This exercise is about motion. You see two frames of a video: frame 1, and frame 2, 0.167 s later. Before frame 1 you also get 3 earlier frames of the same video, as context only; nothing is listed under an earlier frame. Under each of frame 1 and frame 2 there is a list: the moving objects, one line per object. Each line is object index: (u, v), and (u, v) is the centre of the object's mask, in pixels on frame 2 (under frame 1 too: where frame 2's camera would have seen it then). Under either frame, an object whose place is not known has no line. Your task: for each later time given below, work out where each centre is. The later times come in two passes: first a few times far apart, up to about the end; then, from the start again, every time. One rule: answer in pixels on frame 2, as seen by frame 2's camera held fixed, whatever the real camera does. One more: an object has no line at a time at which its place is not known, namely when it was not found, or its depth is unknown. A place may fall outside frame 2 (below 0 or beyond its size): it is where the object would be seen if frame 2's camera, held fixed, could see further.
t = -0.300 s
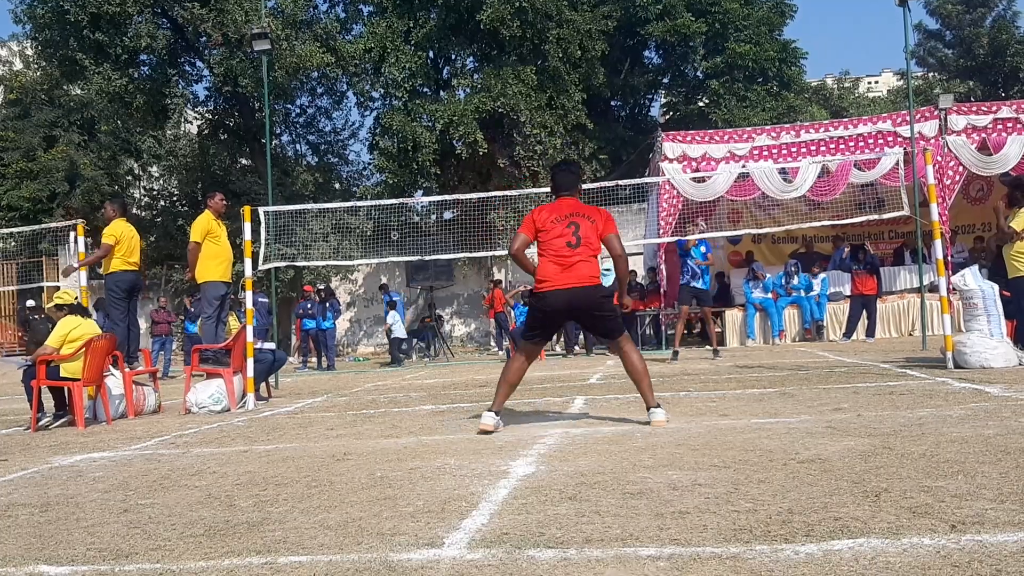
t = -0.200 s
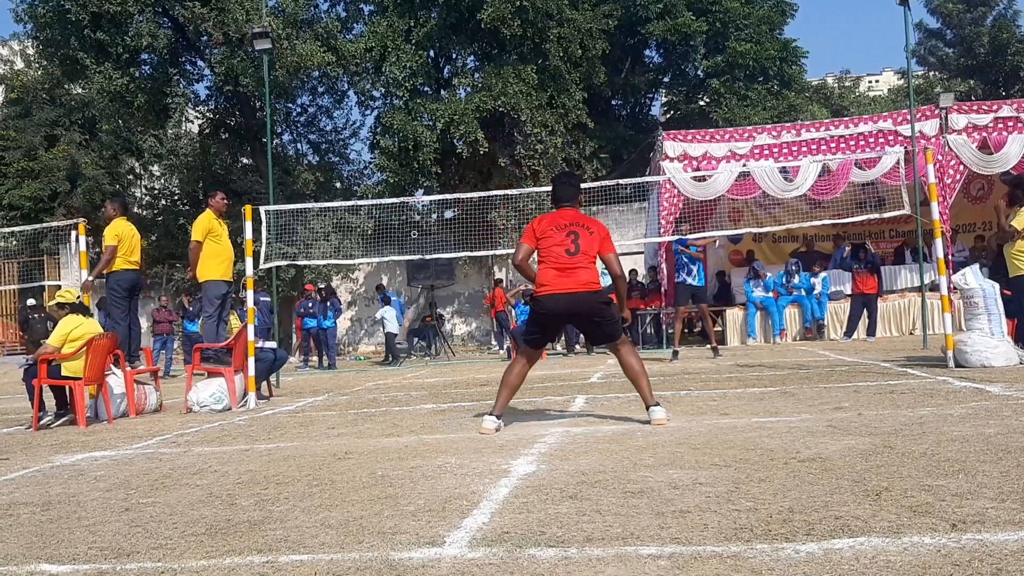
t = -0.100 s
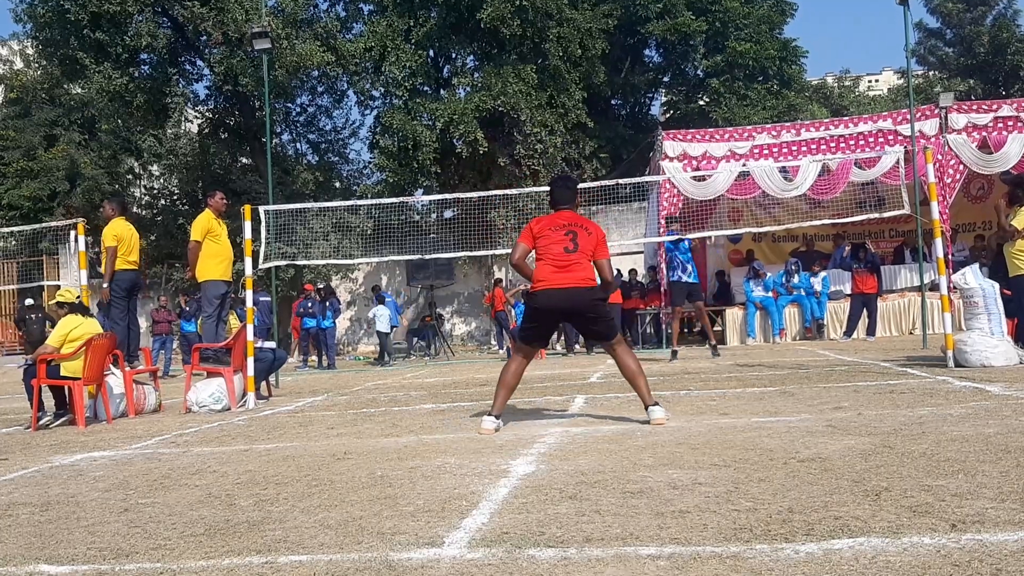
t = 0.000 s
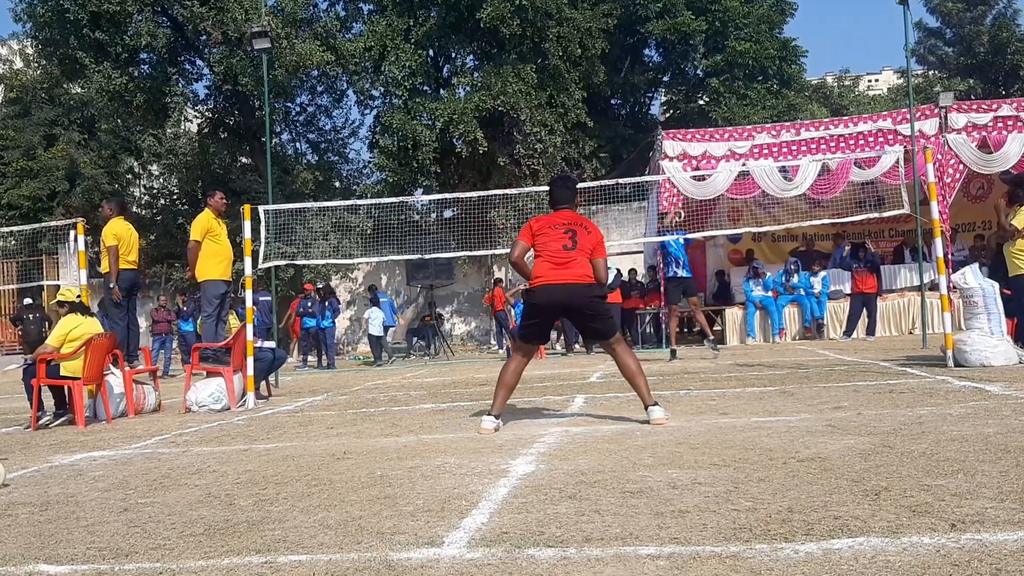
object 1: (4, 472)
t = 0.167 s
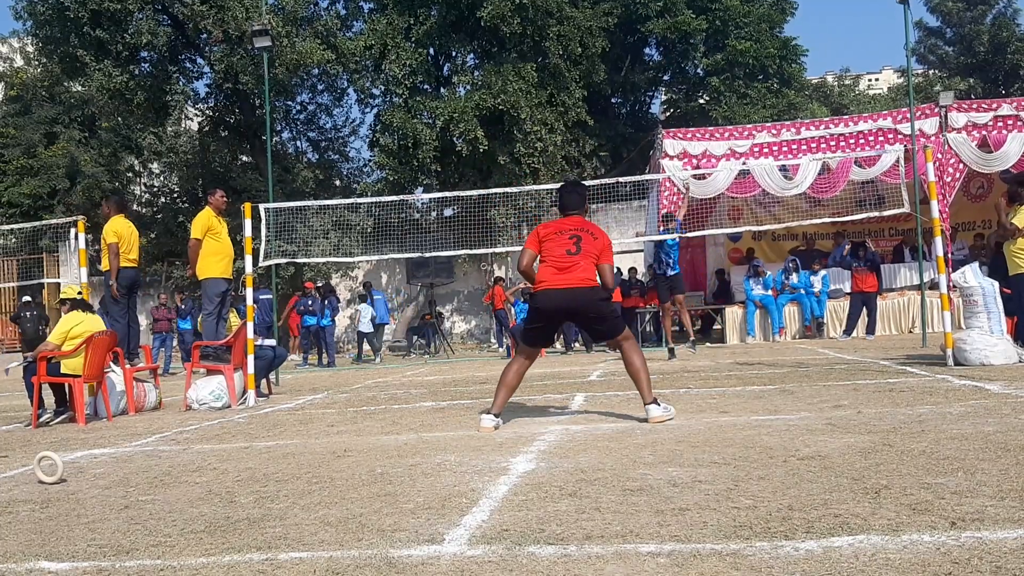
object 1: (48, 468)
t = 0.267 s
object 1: (84, 468)
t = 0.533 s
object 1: (172, 466)
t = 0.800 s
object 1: (254, 466)
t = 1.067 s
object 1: (333, 462)
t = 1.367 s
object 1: (416, 463)
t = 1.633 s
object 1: (491, 466)
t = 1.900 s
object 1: (565, 471)
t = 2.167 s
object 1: (640, 478)
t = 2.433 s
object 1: (716, 488)
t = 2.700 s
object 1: (796, 503)
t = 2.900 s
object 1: (855, 516)
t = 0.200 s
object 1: (60, 468)
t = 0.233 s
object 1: (72, 469)
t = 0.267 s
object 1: (84, 468)
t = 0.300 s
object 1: (96, 469)
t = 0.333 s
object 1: (107, 468)
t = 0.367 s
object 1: (118, 468)
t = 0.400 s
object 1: (128, 467)
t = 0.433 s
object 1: (139, 467)
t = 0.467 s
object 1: (150, 467)
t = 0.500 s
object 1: (161, 467)
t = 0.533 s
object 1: (172, 466)
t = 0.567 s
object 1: (183, 467)
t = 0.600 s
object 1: (194, 467)
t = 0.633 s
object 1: (204, 466)
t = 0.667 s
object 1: (213, 466)
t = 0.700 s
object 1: (223, 466)
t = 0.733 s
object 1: (233, 465)
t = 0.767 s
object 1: (244, 466)
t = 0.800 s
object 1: (254, 466)
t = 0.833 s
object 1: (265, 465)
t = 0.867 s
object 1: (275, 466)
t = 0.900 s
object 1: (285, 464)
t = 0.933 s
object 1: (294, 463)
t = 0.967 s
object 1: (304, 465)
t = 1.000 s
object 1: (313, 464)
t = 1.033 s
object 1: (323, 461)
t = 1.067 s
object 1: (333, 462)
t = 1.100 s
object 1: (343, 463)
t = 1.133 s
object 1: (352, 461)
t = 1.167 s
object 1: (361, 461)
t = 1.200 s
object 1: (371, 462)
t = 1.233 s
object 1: (379, 460)
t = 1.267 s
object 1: (389, 461)
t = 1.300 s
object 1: (398, 463)
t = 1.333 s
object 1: (406, 462)
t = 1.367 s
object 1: (416, 463)
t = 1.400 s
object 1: (425, 463)
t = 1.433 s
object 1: (435, 464)
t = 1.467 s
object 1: (445, 463)
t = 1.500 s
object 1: (455, 464)
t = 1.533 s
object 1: (464, 465)
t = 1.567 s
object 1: (473, 465)
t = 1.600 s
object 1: (482, 466)
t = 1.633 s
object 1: (491, 466)
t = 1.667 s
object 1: (500, 465)
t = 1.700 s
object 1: (510, 466)
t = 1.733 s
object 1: (519, 469)
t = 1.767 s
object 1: (528, 468)
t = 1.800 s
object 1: (538, 469)
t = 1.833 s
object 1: (548, 470)
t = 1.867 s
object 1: (556, 469)
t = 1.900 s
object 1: (565, 471)
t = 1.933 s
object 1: (575, 473)
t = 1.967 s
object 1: (584, 473)
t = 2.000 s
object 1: (593, 474)
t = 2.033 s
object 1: (602, 474)
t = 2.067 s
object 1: (611, 476)
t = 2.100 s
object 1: (621, 476)
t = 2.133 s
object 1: (631, 478)
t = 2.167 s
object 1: (640, 478)
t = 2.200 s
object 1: (651, 479)
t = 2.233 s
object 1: (660, 480)
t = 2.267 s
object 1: (669, 481)
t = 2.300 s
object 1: (679, 482)
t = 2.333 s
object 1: (688, 484)
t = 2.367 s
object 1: (698, 486)
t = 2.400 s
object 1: (707, 486)
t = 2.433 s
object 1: (716, 488)
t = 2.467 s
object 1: (726, 489)
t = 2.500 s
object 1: (735, 491)
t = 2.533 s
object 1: (746, 492)
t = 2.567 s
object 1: (756, 492)
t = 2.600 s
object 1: (766, 496)
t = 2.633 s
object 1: (776, 497)
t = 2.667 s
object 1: (786, 499)
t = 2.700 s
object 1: (796, 503)
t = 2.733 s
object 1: (805, 503)
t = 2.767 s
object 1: (815, 506)
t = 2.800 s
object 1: (825, 508)
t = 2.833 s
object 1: (834, 508)
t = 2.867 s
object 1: (844, 513)
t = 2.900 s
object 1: (855, 516)
